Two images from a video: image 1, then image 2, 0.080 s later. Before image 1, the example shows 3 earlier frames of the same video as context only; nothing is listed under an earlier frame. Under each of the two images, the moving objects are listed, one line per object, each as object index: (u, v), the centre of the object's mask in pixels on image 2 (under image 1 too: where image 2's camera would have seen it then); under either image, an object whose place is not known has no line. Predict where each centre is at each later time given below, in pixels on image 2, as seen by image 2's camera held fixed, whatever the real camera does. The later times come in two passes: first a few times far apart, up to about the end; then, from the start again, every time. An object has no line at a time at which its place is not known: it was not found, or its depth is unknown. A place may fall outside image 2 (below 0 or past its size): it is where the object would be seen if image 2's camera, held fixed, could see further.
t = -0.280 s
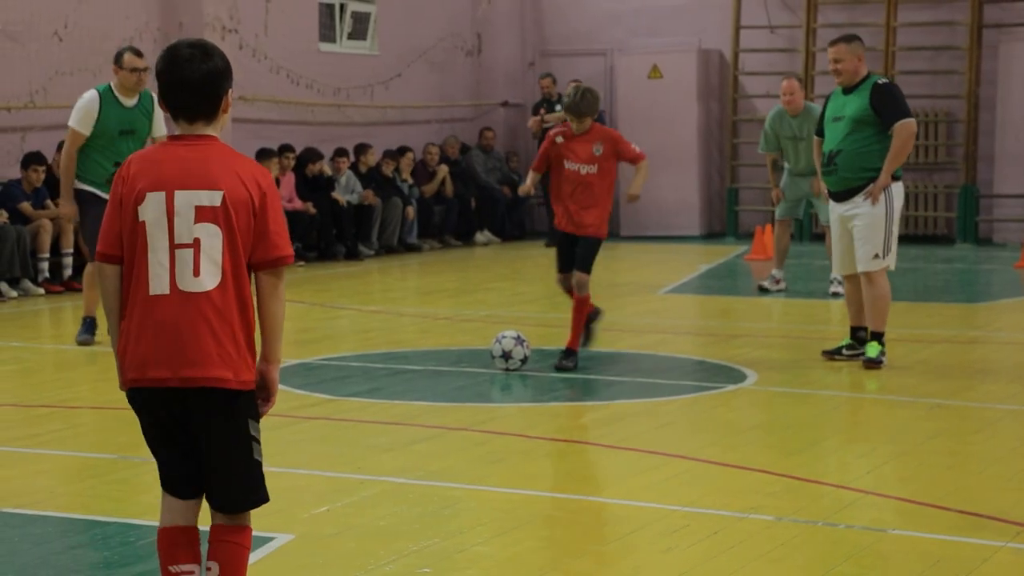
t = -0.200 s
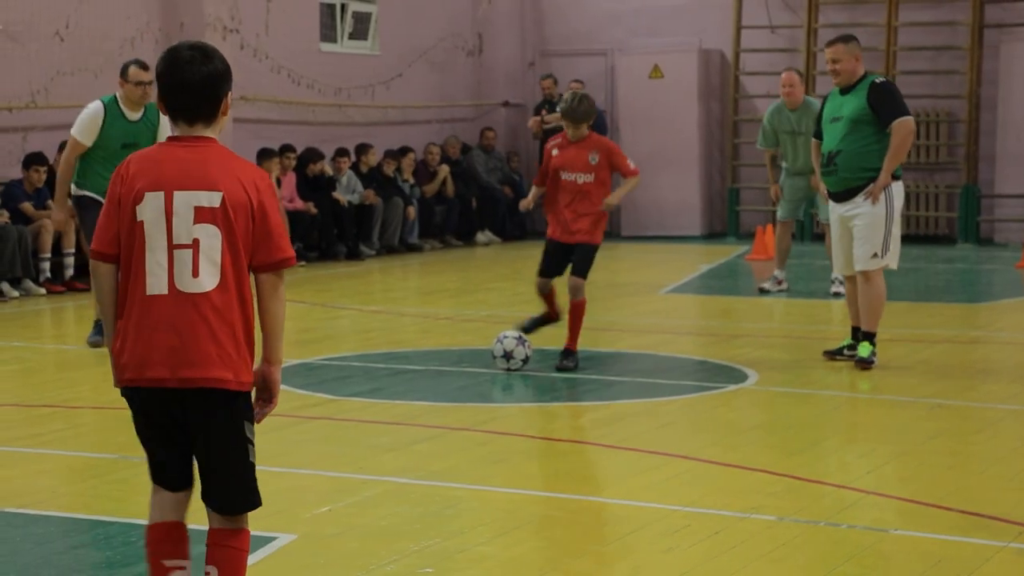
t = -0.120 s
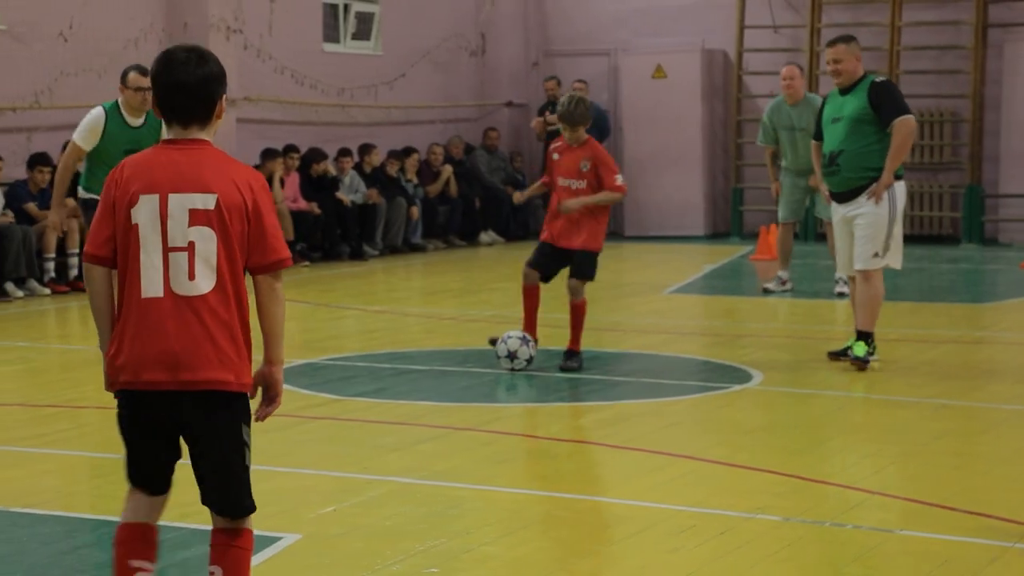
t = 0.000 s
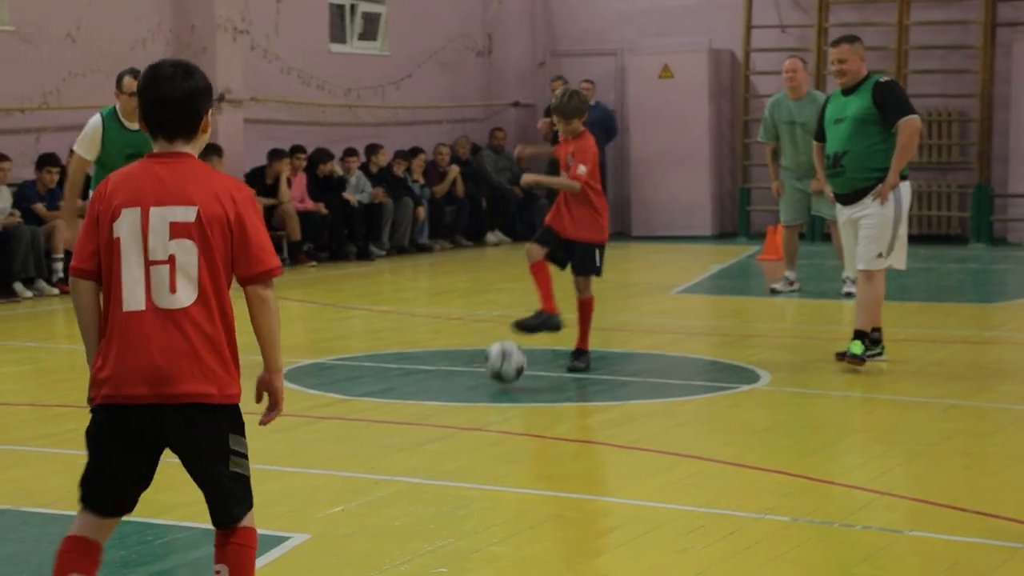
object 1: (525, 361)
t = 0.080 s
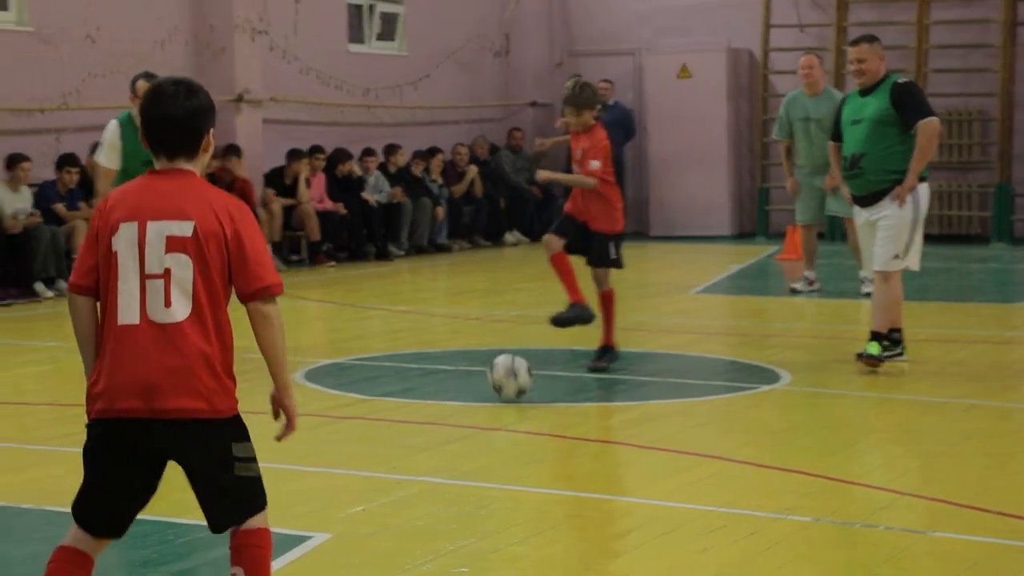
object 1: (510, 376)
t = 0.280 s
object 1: (470, 410)
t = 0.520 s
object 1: (414, 461)
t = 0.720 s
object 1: (355, 513)
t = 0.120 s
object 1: (502, 381)
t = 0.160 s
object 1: (494, 389)
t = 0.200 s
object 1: (486, 399)
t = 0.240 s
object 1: (478, 402)
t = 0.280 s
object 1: (470, 410)
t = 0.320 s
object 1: (462, 420)
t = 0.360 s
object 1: (453, 424)
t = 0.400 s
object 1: (444, 434)
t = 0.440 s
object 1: (435, 443)
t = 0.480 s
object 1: (424, 450)
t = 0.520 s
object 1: (414, 461)
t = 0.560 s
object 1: (403, 471)
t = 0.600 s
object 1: (393, 480)
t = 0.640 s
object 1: (380, 491)
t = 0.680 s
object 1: (368, 502)
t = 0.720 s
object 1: (355, 513)
